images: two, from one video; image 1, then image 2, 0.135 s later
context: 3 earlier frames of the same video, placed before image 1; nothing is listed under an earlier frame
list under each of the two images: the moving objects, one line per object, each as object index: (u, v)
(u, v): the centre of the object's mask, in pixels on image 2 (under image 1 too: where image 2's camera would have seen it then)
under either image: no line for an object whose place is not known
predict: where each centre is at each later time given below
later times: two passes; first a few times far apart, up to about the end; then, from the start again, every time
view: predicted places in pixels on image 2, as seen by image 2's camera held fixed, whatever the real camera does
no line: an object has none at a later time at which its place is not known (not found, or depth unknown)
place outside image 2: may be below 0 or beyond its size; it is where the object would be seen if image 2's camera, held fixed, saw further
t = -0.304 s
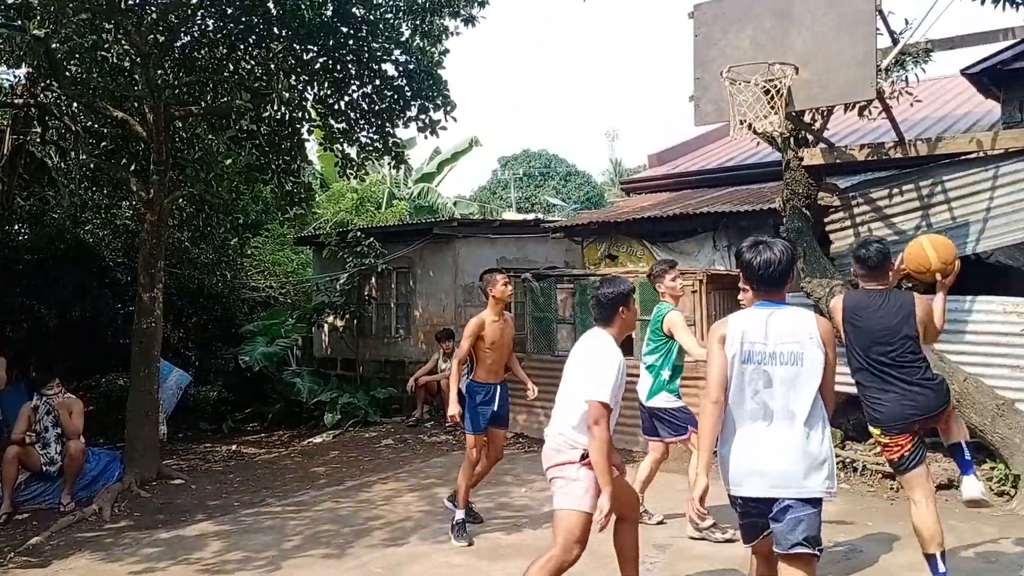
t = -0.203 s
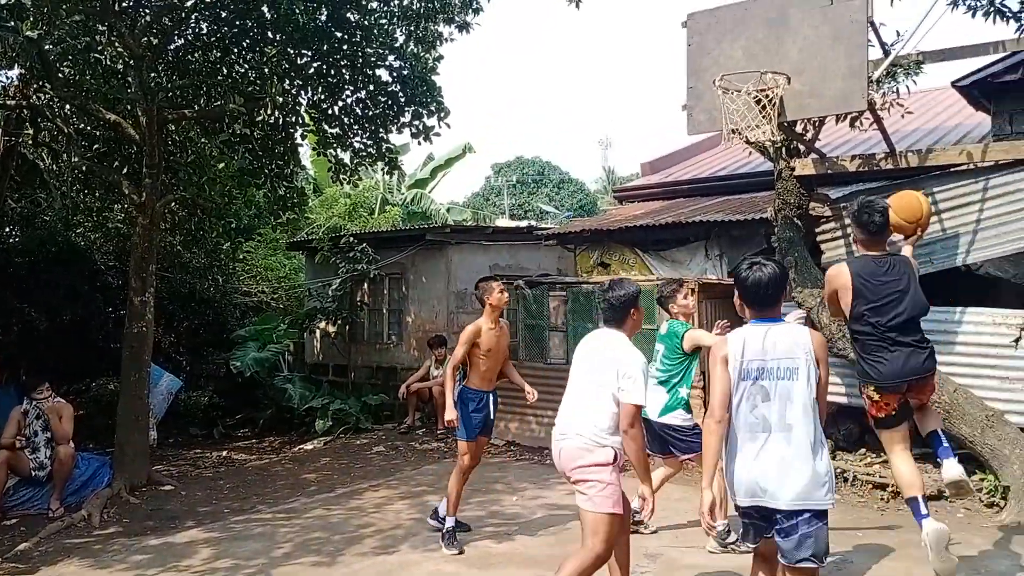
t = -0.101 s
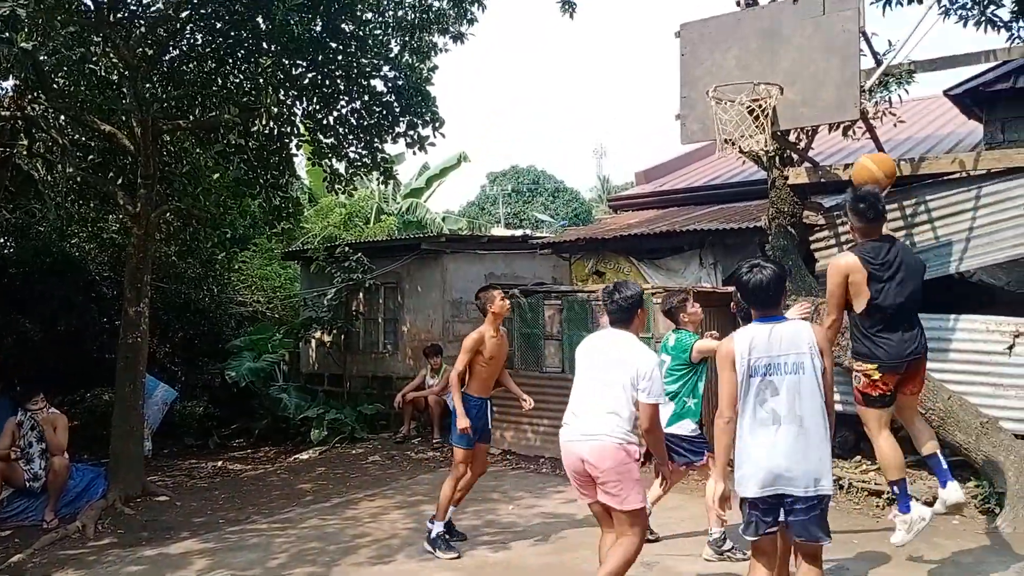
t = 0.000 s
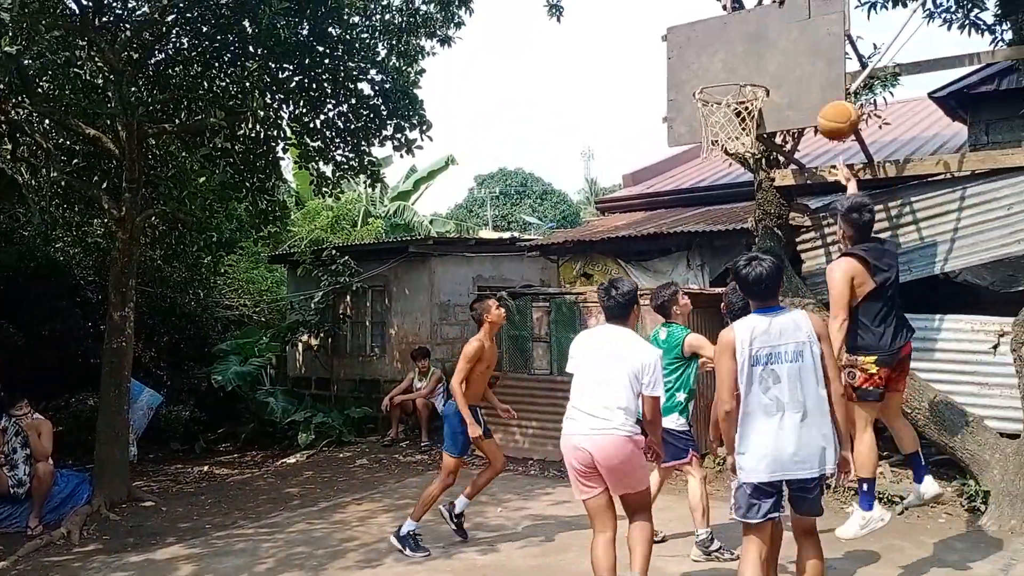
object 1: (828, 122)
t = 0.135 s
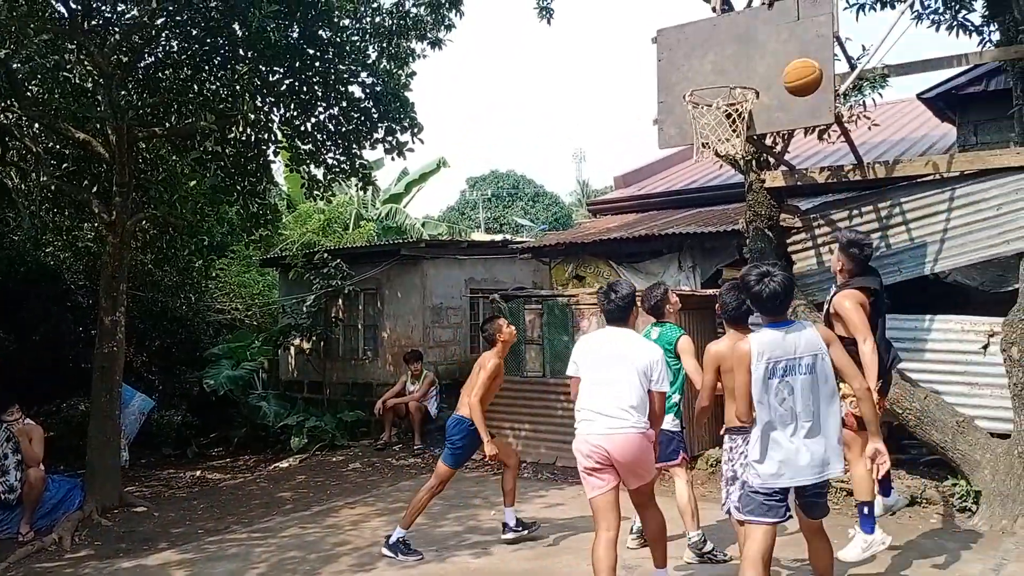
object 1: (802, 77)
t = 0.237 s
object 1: (785, 65)
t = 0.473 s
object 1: (754, 81)
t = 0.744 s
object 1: (742, 77)
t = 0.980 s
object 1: (717, 115)
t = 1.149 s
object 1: (695, 154)
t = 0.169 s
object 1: (796, 71)
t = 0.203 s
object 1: (791, 67)
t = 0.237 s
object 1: (785, 65)
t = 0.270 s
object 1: (779, 64)
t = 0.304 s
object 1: (774, 65)
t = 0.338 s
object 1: (770, 67)
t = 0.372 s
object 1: (765, 72)
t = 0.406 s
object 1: (760, 77)
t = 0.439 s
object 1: (757, 81)
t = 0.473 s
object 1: (754, 81)
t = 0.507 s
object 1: (752, 76)
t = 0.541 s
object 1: (751, 74)
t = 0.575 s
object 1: (751, 72)
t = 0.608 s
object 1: (749, 72)
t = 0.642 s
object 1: (746, 73)
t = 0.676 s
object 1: (746, 75)
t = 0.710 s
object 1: (744, 76)
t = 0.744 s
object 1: (742, 77)
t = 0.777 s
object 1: (739, 76)
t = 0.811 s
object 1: (734, 77)
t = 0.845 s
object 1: (728, 81)
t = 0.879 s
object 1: (724, 89)
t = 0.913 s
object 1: (719, 100)
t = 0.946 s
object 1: (717, 107)
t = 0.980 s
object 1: (717, 115)
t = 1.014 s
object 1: (712, 120)
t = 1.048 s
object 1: (706, 128)
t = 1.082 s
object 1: (701, 134)
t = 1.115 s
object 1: (699, 144)
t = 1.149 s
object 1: (695, 154)
